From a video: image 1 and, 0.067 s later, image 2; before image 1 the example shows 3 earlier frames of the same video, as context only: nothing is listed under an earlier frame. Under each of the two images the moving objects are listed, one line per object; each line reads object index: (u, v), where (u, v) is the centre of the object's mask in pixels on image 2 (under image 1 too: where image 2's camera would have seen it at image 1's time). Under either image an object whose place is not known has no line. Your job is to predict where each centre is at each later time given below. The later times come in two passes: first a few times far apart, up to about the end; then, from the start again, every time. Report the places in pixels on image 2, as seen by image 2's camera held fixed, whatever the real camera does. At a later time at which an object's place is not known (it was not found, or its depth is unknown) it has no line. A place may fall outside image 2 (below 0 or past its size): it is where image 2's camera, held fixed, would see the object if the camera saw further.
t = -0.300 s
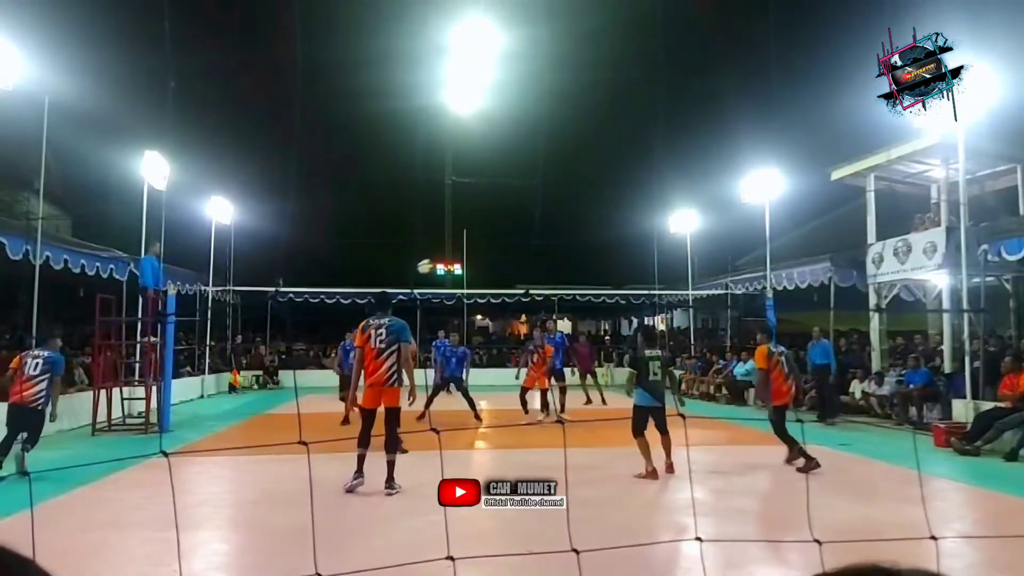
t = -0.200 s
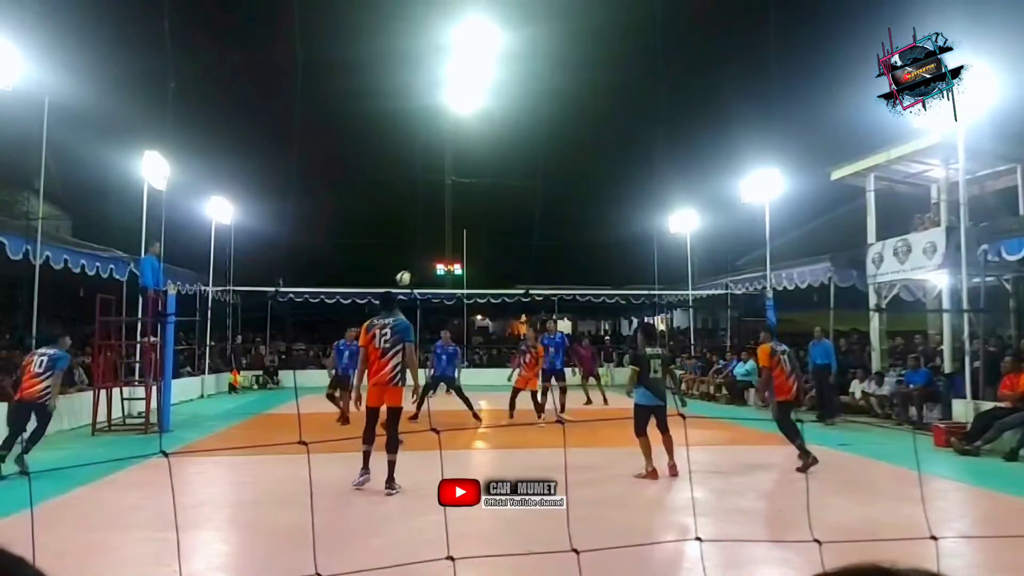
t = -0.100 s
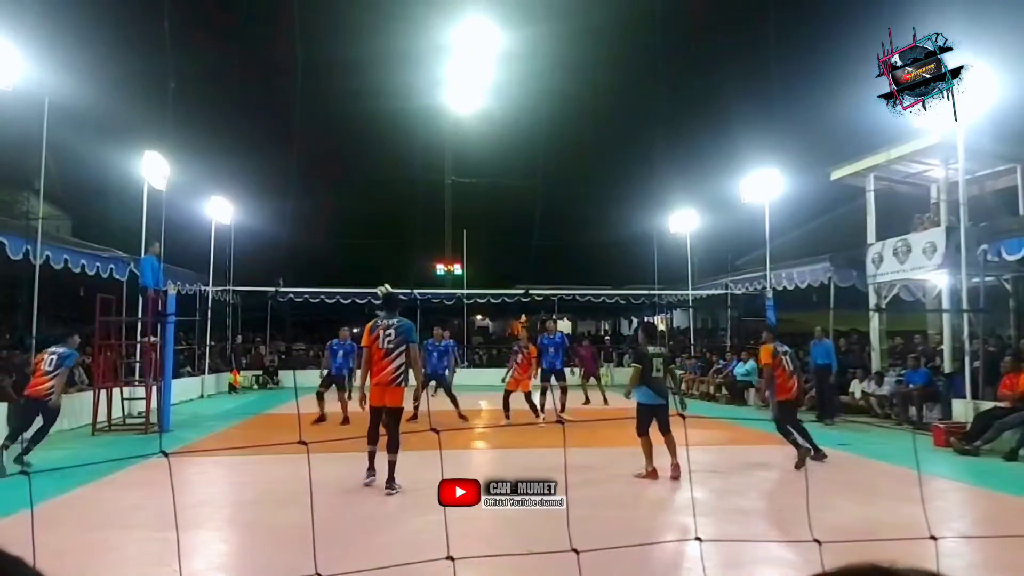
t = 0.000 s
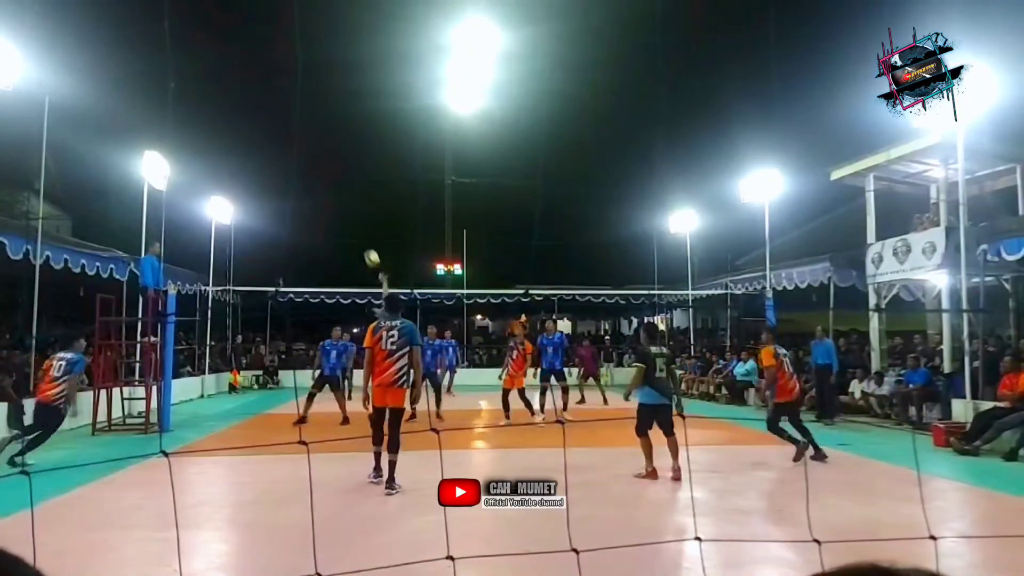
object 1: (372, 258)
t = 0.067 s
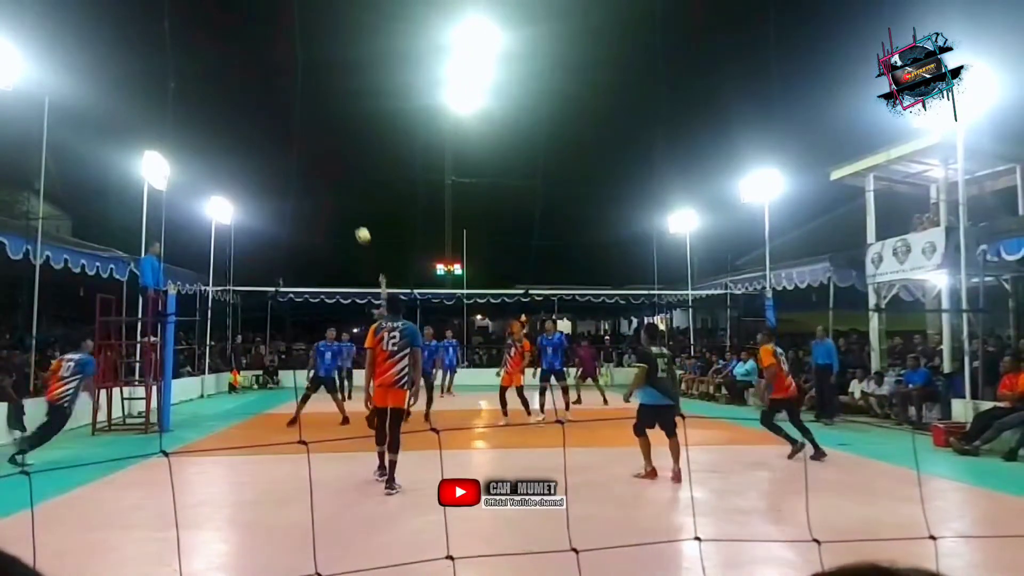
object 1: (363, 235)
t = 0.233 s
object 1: (340, 188)
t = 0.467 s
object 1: (307, 151)
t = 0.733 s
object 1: (268, 150)
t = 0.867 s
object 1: (248, 168)
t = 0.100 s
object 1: (358, 225)
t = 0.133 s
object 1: (353, 214)
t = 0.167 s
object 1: (349, 205)
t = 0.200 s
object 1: (344, 197)
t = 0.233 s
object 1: (340, 188)
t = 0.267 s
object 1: (335, 181)
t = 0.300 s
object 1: (330, 175)
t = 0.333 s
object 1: (326, 168)
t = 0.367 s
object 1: (321, 163)
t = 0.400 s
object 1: (316, 158)
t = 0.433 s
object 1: (312, 154)
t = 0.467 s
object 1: (307, 151)
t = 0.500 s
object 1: (303, 148)
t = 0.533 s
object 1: (298, 146)
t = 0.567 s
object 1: (293, 145)
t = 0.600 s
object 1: (288, 145)
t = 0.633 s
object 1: (283, 145)
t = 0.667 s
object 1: (278, 146)
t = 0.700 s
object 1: (273, 148)
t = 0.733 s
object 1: (268, 150)
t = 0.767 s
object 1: (263, 154)
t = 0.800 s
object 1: (258, 158)
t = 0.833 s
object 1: (253, 162)
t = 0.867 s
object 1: (248, 168)
